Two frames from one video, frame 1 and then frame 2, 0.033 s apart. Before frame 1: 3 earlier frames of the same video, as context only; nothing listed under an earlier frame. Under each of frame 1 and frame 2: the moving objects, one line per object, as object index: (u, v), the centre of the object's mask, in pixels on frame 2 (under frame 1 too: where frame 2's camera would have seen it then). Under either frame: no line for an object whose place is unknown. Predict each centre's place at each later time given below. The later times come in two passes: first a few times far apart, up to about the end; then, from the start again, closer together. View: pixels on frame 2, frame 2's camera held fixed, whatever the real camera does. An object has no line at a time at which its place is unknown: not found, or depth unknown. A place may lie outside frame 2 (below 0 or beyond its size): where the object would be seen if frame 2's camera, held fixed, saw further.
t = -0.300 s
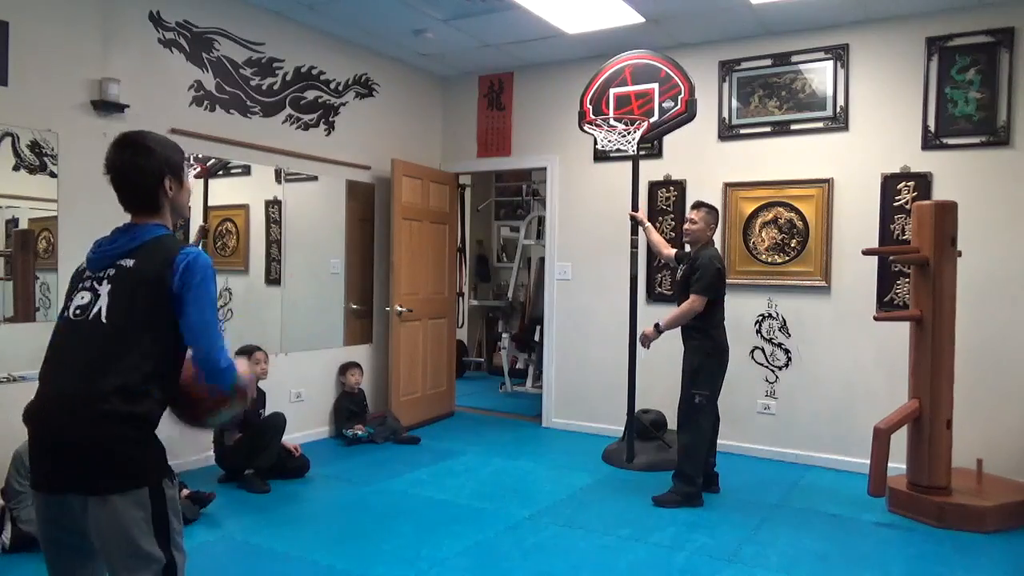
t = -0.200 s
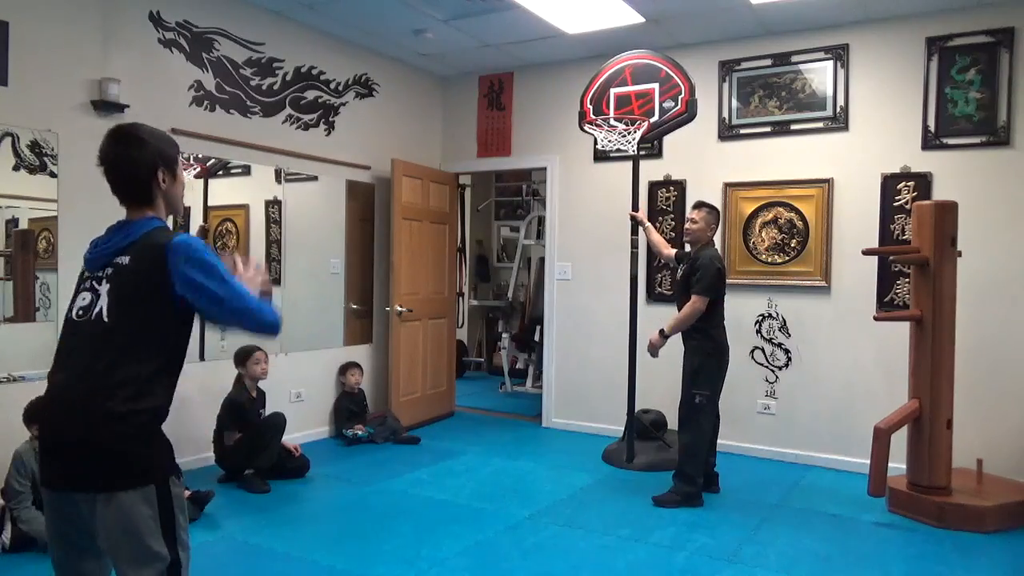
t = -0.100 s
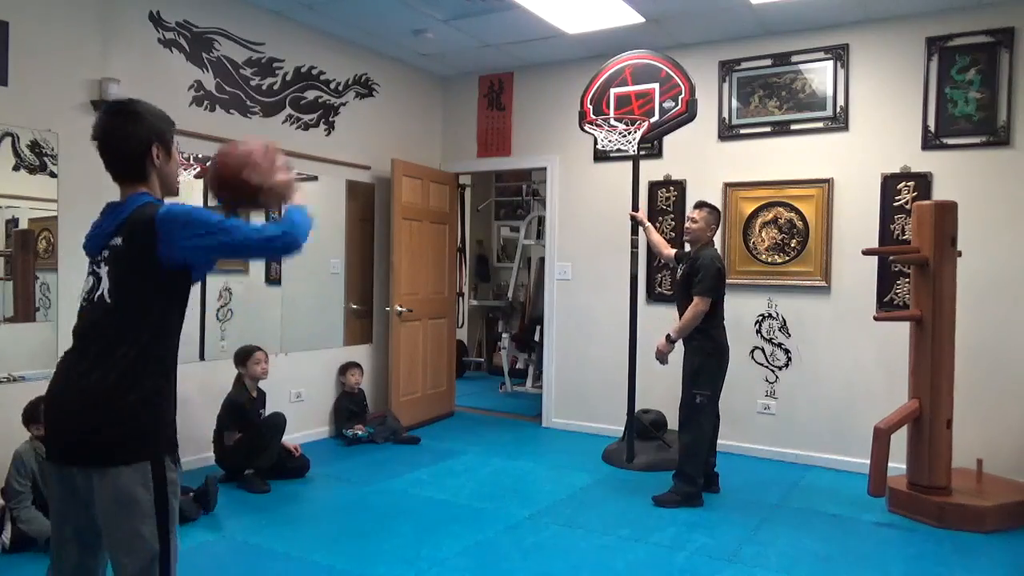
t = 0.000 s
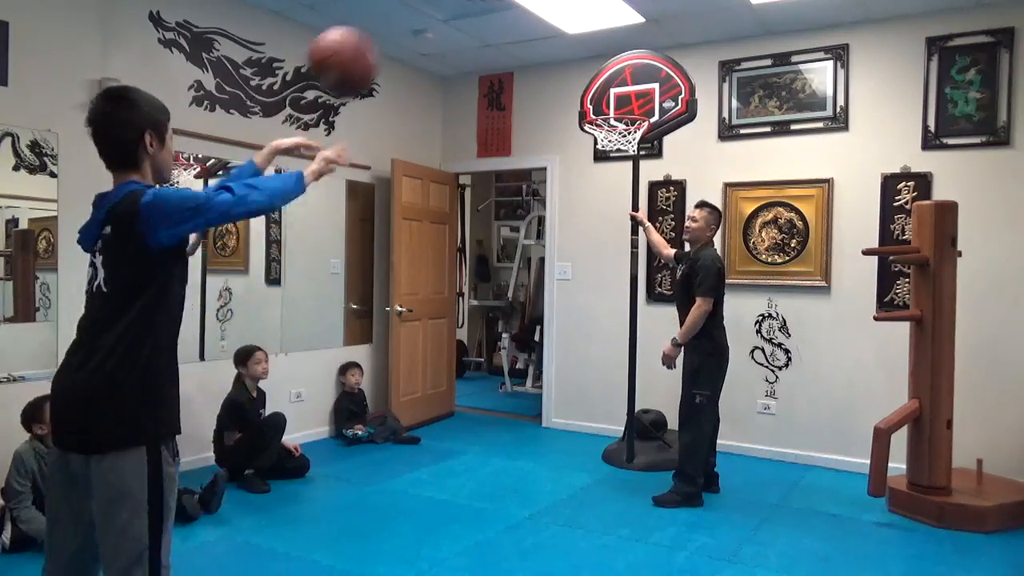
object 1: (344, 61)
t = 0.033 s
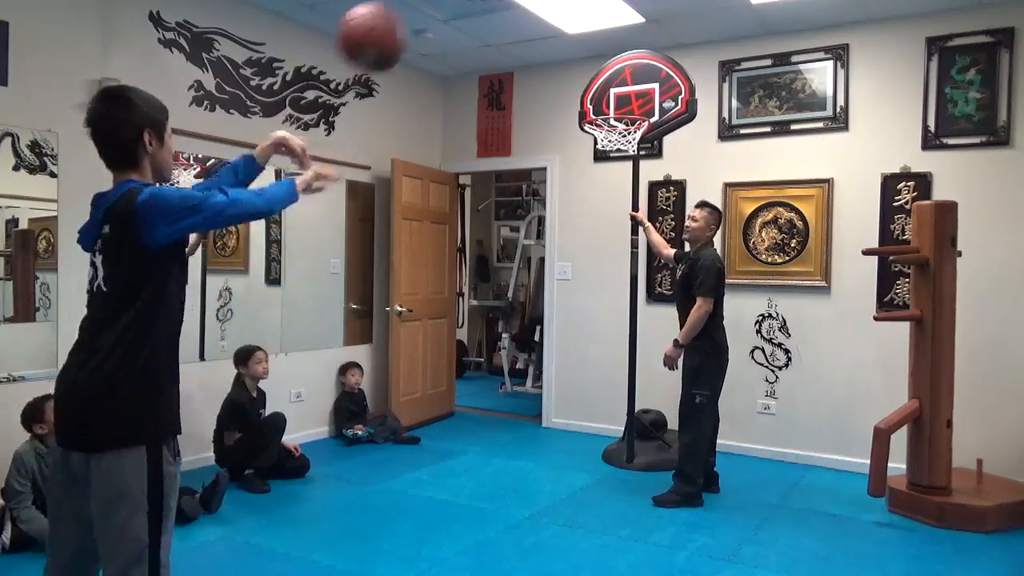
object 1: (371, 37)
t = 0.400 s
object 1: (571, 9)
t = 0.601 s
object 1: (622, 100)
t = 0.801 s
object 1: (594, 182)
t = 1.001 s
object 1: (565, 291)
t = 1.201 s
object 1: (535, 462)
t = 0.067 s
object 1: (399, 23)
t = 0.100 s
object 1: (423, 15)
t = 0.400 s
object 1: (571, 9)
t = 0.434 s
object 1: (581, 16)
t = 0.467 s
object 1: (591, 30)
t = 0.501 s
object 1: (598, 47)
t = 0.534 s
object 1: (606, 62)
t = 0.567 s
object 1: (614, 82)
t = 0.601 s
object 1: (622, 100)
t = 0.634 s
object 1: (627, 114)
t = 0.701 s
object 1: (608, 155)
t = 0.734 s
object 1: (603, 161)
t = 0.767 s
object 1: (599, 170)
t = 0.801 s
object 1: (594, 182)
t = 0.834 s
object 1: (589, 196)
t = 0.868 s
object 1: (585, 211)
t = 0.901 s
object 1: (580, 229)
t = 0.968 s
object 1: (570, 269)
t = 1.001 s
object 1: (565, 291)
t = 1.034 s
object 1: (560, 316)
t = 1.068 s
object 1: (556, 345)
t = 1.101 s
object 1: (550, 373)
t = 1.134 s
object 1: (545, 403)
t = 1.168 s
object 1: (539, 437)
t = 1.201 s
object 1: (535, 462)
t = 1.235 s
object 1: (532, 435)
